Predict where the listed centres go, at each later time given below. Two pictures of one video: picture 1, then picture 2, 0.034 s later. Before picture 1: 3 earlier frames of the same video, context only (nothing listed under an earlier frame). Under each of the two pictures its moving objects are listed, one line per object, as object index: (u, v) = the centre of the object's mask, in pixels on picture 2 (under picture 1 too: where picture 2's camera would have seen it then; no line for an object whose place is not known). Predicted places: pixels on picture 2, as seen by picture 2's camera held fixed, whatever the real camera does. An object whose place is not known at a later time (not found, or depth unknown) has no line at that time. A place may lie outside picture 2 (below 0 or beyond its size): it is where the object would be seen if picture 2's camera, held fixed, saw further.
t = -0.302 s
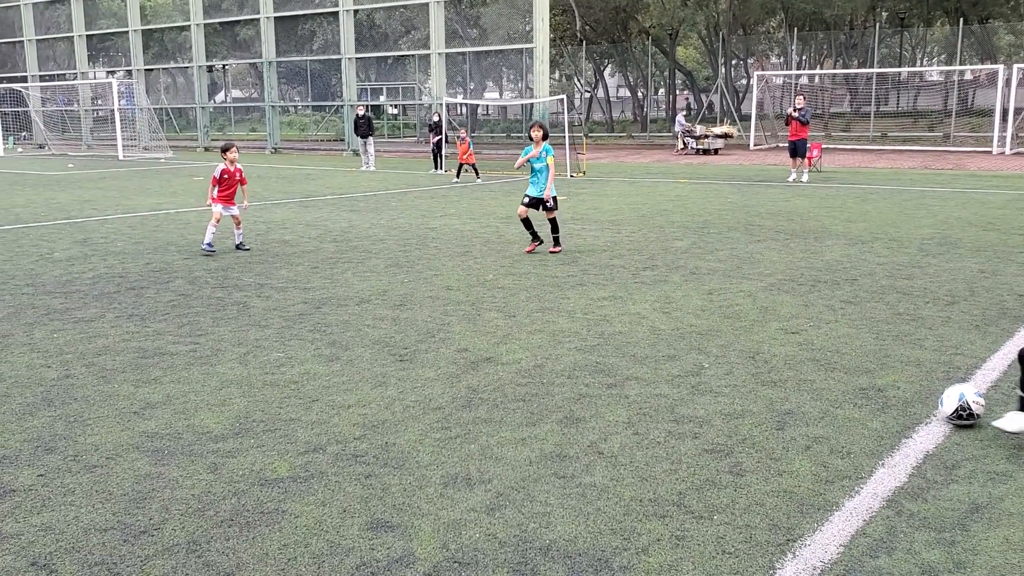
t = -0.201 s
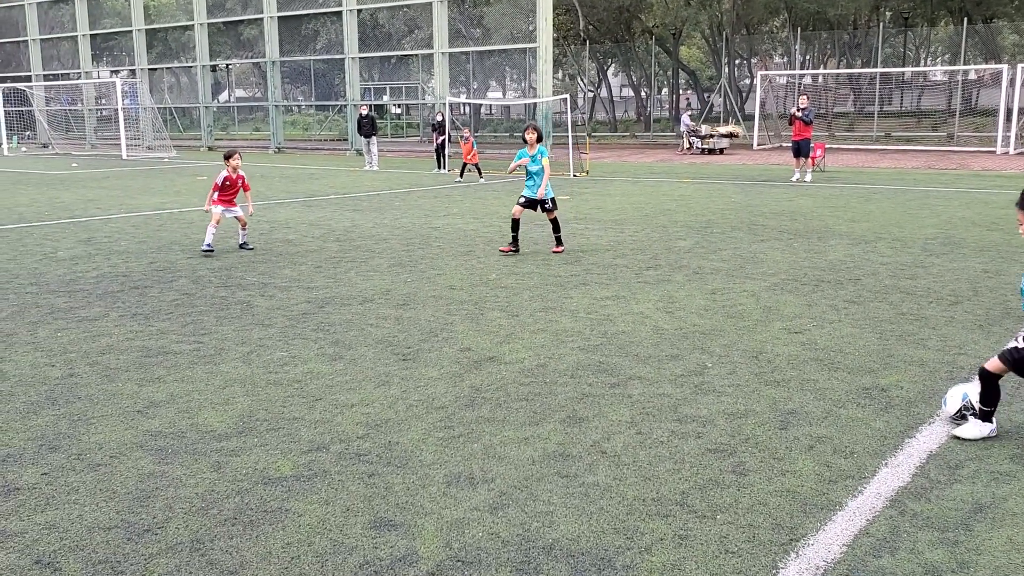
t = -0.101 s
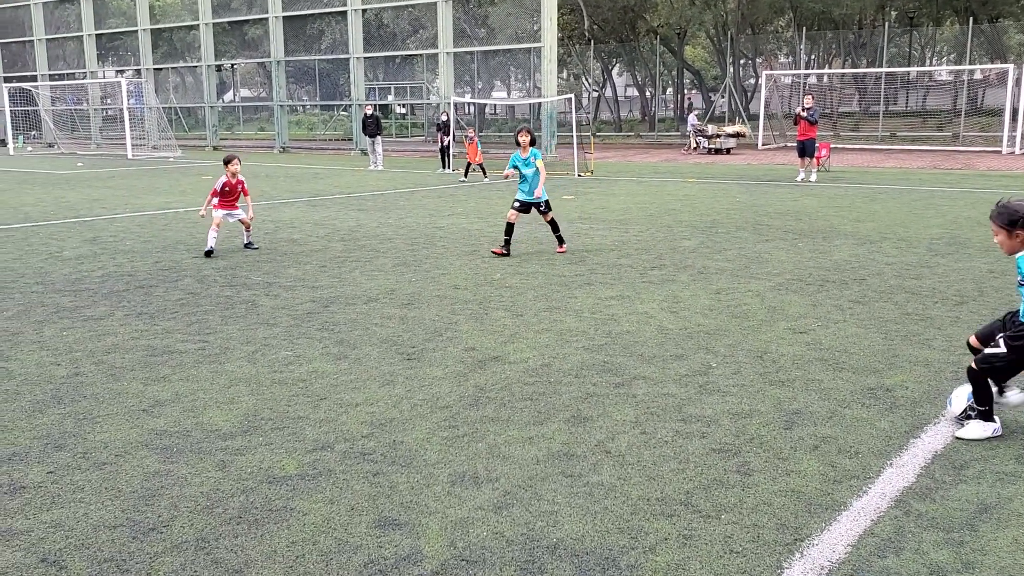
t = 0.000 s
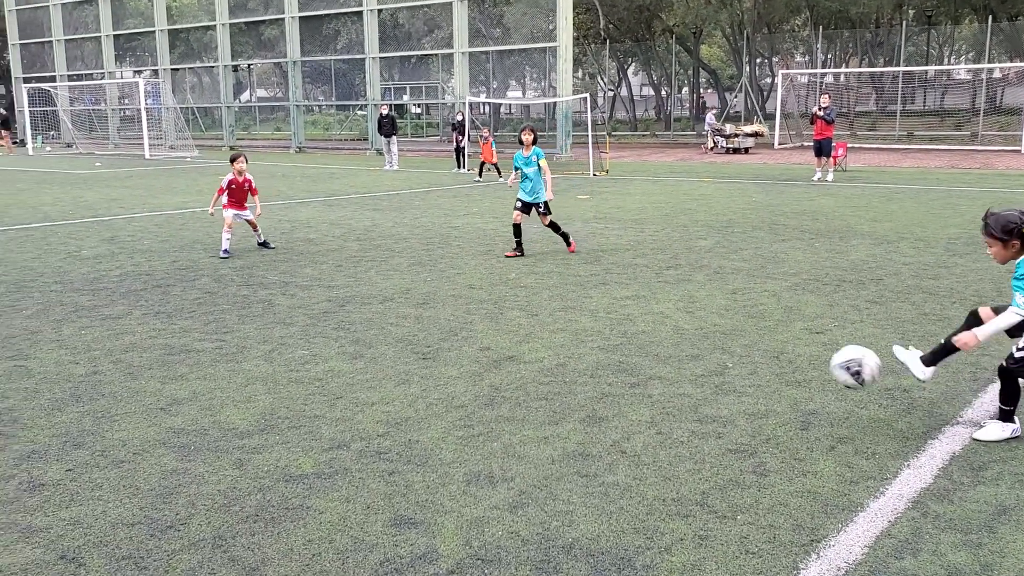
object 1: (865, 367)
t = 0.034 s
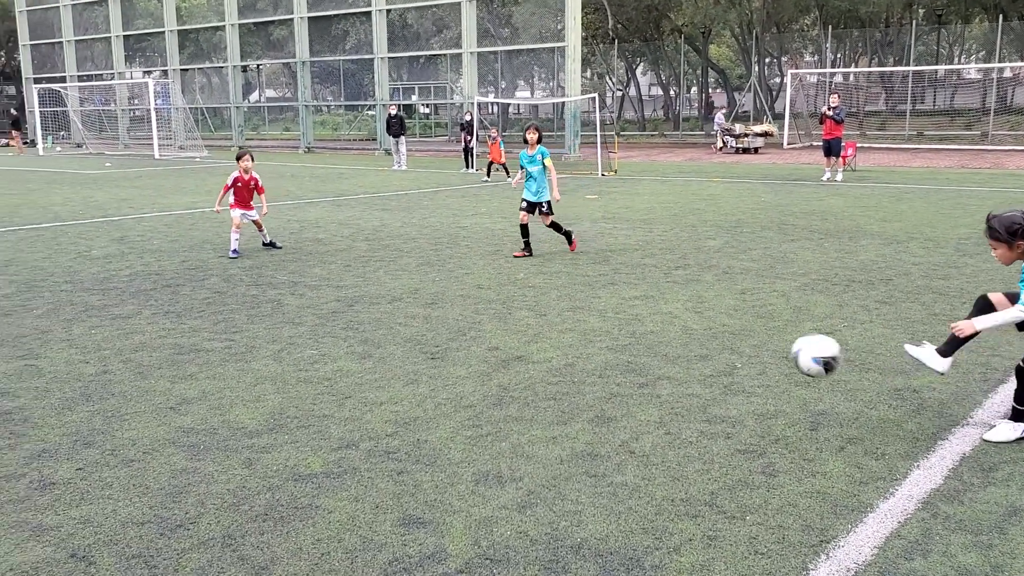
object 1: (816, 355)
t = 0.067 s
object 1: (769, 346)
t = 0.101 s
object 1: (719, 337)
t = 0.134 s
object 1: (668, 333)
